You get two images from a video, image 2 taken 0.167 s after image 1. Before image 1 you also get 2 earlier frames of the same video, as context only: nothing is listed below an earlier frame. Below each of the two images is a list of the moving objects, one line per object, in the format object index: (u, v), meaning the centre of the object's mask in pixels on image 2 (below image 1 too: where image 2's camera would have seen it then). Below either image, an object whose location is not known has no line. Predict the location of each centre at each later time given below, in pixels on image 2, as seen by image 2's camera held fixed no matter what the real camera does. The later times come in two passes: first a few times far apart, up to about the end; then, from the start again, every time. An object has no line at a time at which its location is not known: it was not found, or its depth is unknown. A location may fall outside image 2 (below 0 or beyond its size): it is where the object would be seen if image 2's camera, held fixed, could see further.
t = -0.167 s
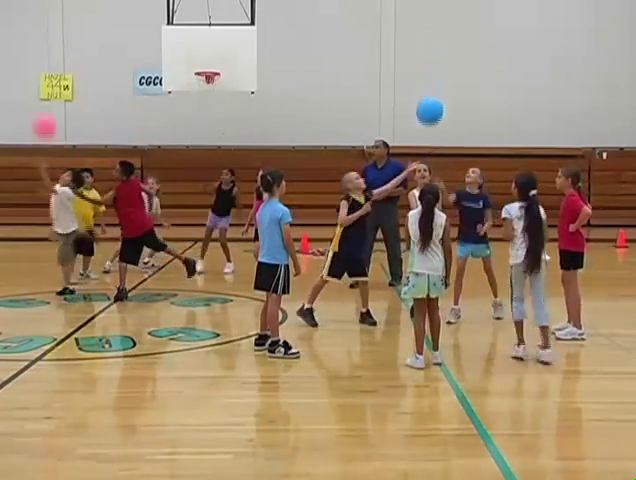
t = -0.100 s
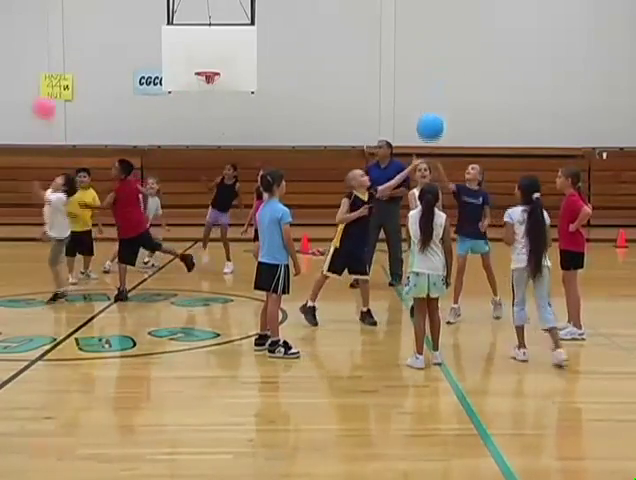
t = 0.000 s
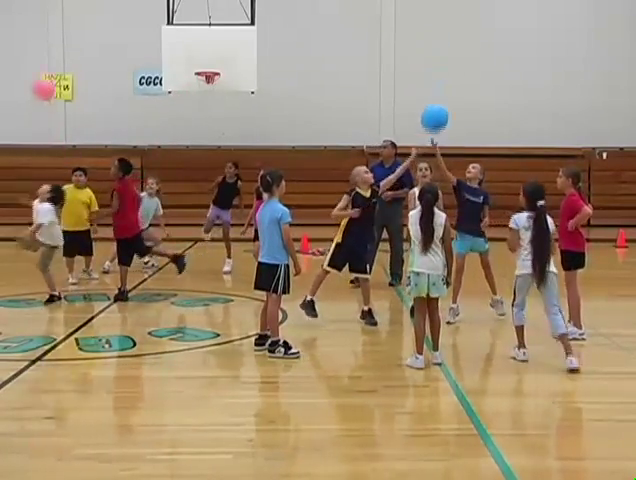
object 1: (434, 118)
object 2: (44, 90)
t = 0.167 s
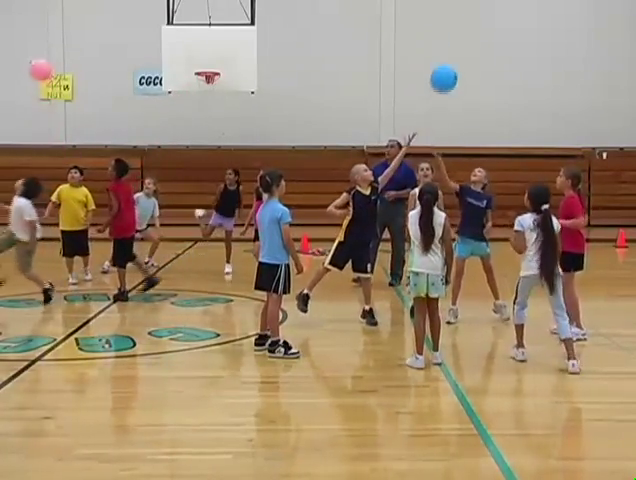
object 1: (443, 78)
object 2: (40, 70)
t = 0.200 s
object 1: (445, 72)
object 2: (40, 68)
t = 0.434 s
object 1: (456, 52)
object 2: (40, 77)
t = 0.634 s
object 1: (464, 59)
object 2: (42, 101)
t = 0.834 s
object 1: (467, 88)
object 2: (41, 134)
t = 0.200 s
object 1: (445, 72)
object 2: (40, 68)
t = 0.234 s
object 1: (447, 68)
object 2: (40, 67)
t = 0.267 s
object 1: (448, 64)
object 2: (40, 68)
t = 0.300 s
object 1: (450, 59)
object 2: (40, 68)
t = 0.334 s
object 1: (451, 57)
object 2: (40, 70)
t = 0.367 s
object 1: (453, 55)
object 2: (40, 72)
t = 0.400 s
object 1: (454, 53)
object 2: (40, 74)
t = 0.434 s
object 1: (456, 52)
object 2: (40, 77)
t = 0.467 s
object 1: (457, 52)
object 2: (40, 80)
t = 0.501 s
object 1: (459, 52)
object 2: (41, 83)
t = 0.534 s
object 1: (460, 53)
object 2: (41, 89)
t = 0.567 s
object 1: (461, 54)
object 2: (41, 91)
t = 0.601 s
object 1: (463, 56)
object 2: (41, 96)
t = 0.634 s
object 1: (464, 59)
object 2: (42, 101)
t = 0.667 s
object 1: (465, 62)
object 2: (41, 106)
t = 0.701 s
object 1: (465, 66)
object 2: (41, 111)
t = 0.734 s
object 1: (466, 70)
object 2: (41, 116)
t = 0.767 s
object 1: (467, 76)
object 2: (42, 122)
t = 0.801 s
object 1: (467, 82)
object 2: (41, 129)
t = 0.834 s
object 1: (467, 88)
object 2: (41, 134)
